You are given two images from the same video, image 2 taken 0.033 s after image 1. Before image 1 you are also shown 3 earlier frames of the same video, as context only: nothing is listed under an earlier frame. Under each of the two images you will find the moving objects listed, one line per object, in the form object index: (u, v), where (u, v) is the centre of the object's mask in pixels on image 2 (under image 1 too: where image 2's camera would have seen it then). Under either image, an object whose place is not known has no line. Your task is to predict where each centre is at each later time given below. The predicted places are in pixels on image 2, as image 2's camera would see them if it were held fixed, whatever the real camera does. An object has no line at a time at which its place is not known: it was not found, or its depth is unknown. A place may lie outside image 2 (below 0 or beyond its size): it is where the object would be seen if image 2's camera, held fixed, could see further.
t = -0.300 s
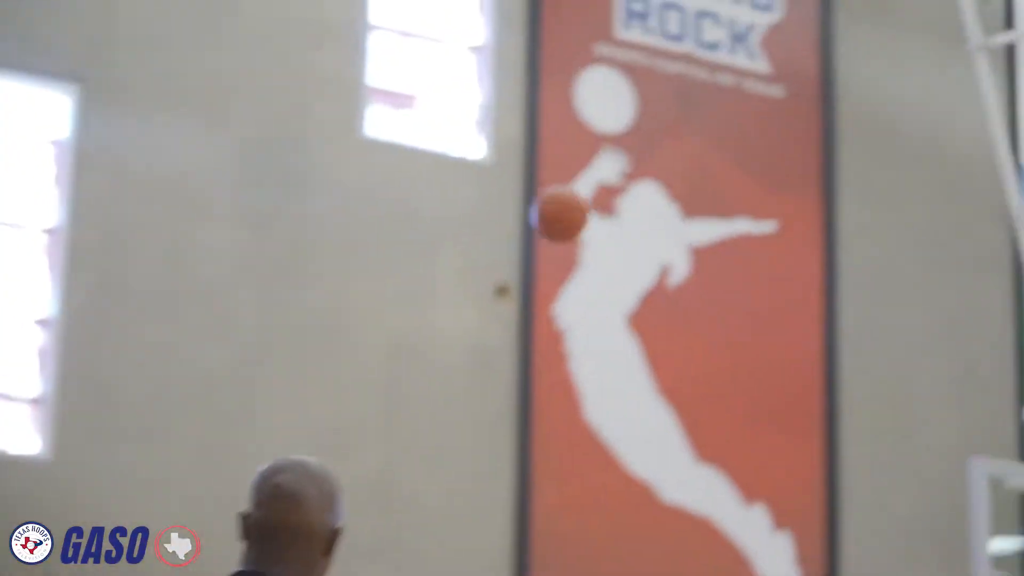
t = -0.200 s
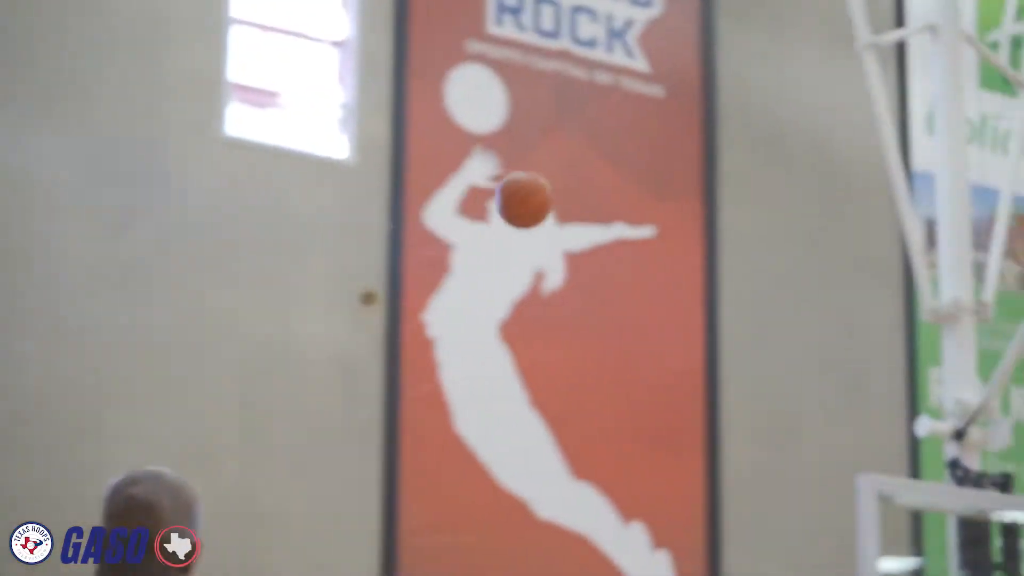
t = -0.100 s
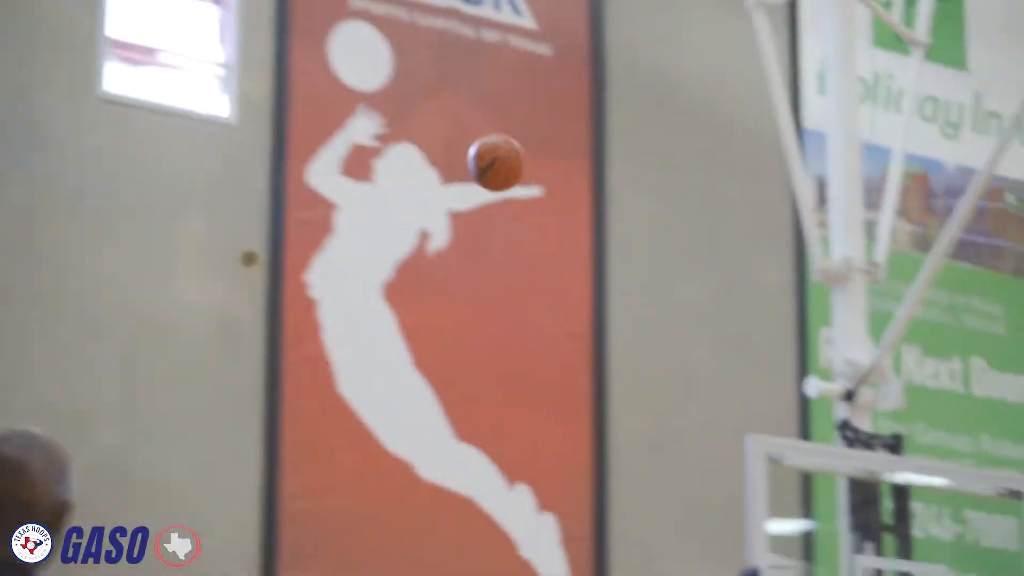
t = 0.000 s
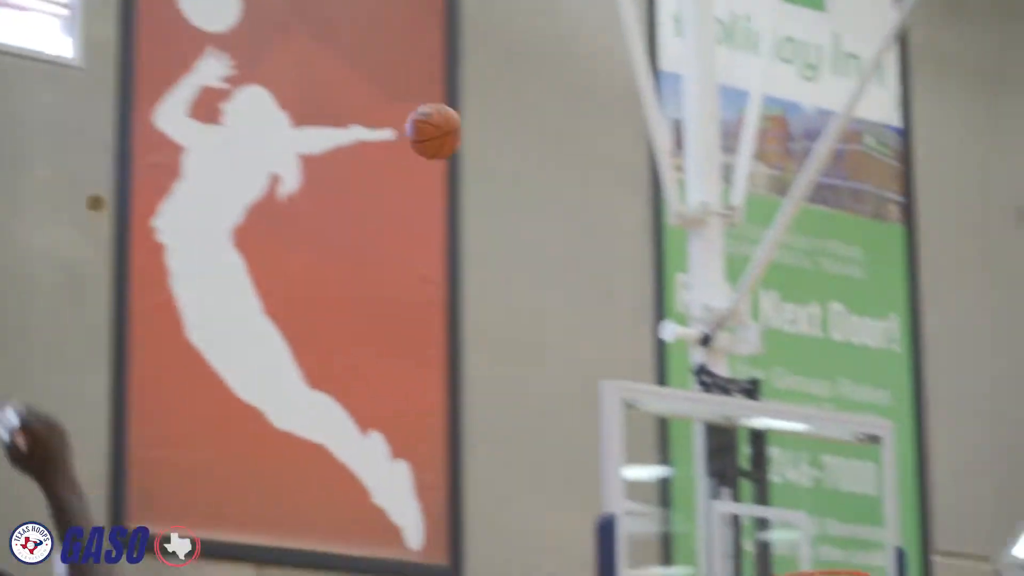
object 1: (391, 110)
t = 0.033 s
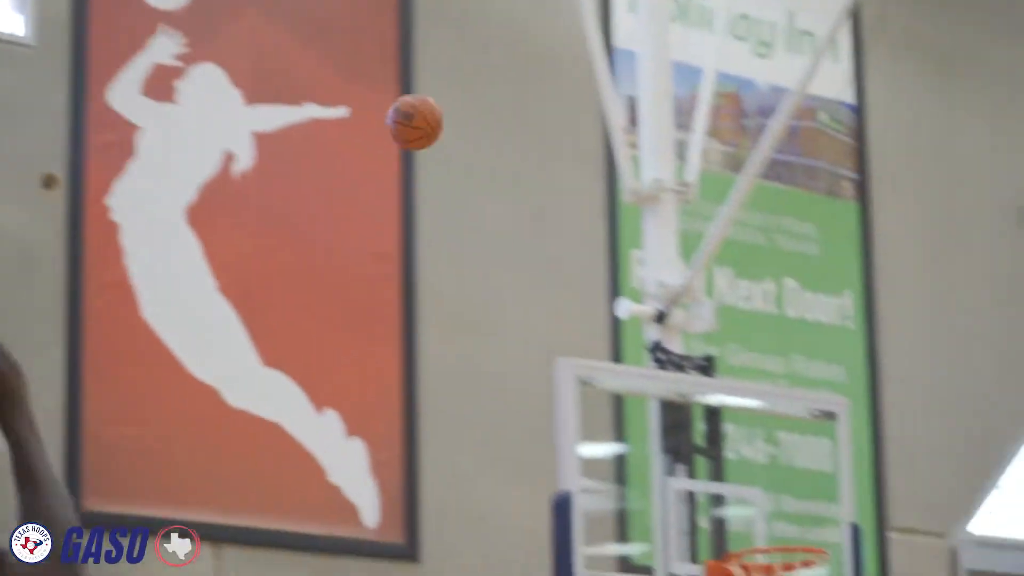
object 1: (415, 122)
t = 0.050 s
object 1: (427, 129)
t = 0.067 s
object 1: (441, 137)
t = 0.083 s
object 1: (453, 145)
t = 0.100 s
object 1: (465, 154)
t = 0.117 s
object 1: (476, 162)
